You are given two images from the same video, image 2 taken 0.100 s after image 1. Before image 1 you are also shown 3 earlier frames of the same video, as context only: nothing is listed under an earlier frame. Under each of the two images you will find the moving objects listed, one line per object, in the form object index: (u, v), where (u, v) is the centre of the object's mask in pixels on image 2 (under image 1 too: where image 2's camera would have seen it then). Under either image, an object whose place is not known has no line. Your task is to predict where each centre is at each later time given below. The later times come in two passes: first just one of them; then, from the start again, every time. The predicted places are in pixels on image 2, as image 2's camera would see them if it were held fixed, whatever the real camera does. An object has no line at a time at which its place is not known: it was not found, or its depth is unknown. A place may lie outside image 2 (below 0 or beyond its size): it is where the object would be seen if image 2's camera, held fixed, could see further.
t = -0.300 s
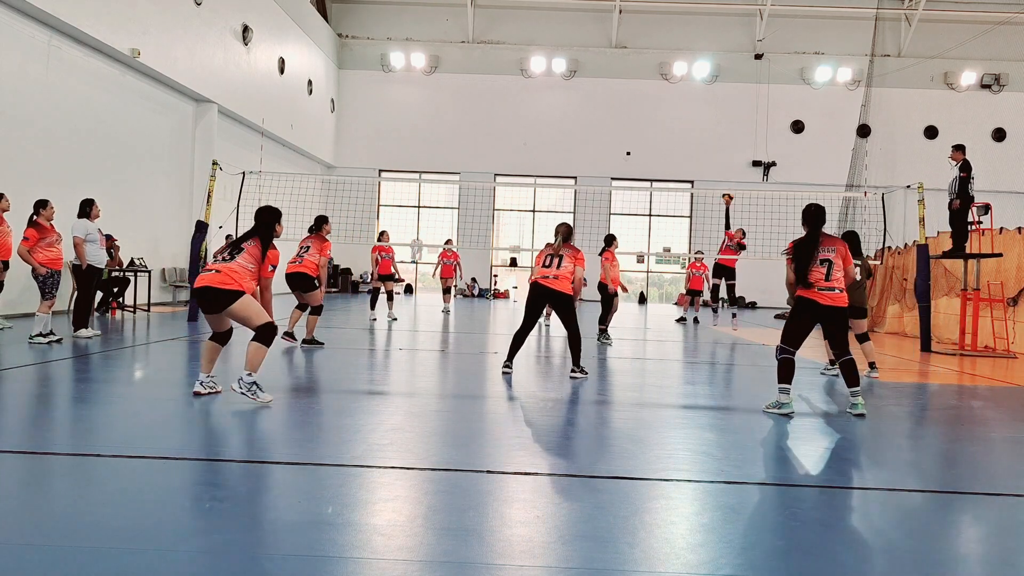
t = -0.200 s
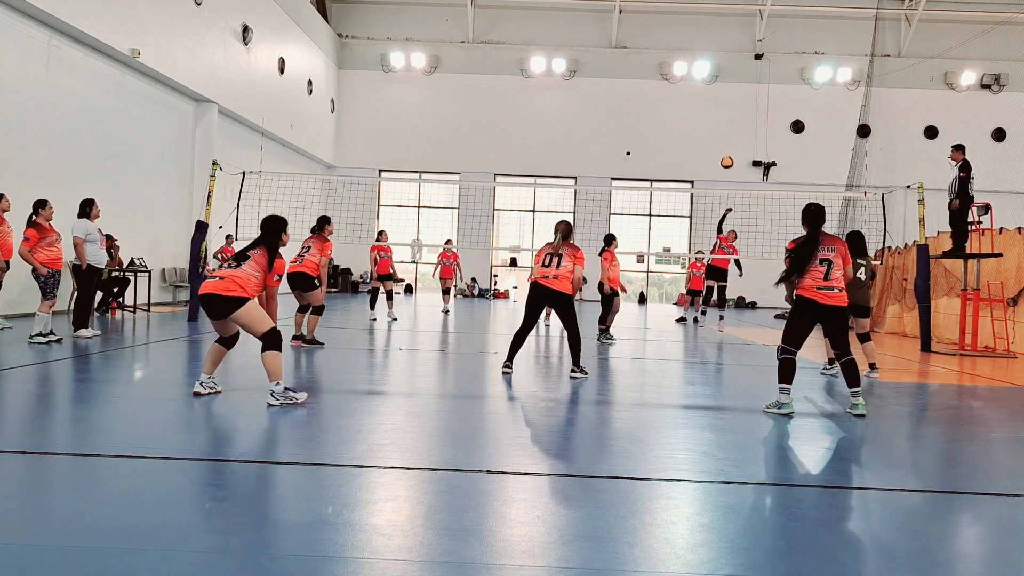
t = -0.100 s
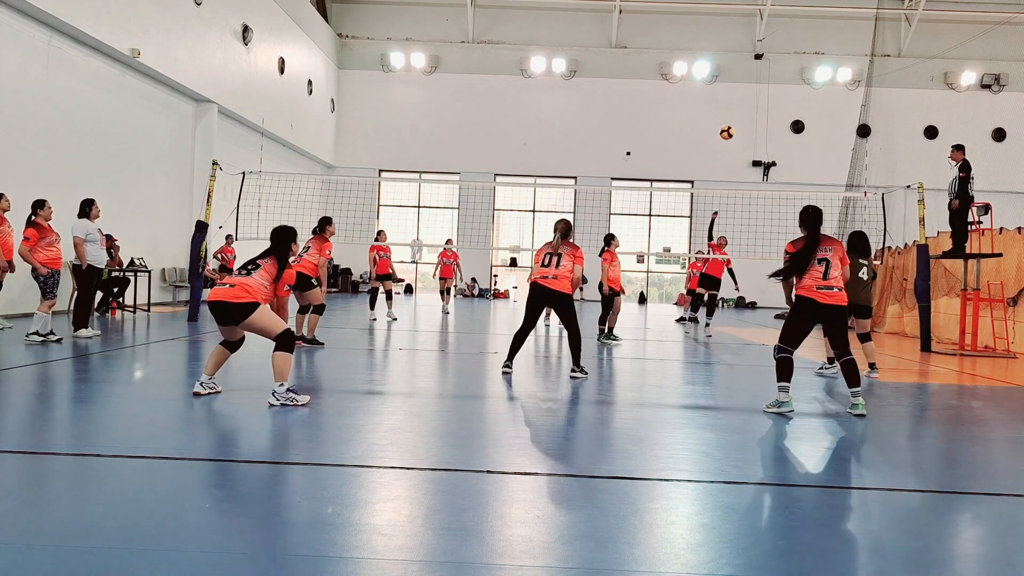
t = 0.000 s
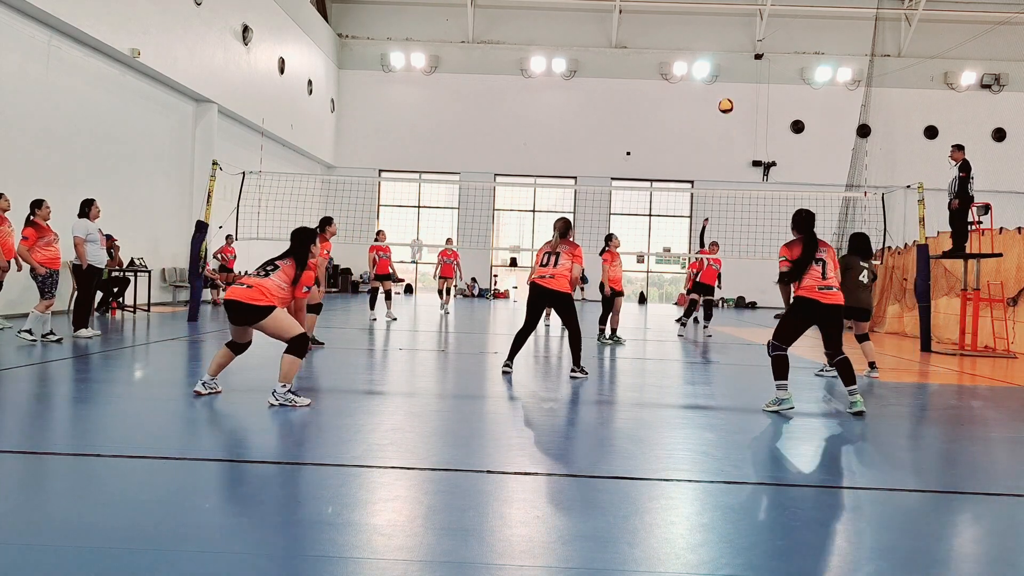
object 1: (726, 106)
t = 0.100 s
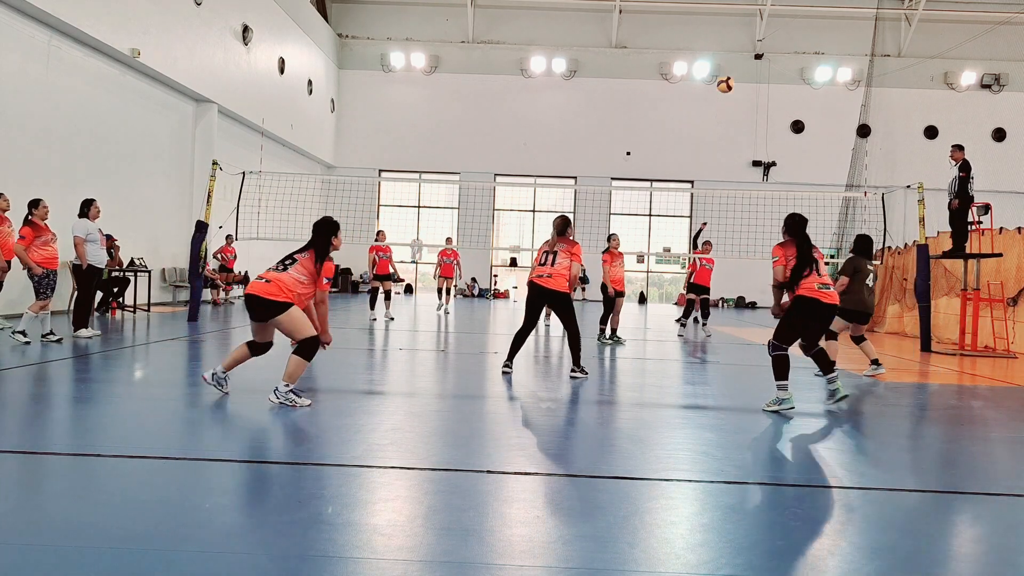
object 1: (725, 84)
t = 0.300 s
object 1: (720, 59)
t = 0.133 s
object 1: (724, 78)
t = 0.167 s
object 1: (724, 73)
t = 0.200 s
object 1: (723, 67)
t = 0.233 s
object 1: (721, 64)
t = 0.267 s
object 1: (721, 61)
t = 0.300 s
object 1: (720, 59)
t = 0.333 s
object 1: (718, 57)
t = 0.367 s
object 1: (717, 57)
